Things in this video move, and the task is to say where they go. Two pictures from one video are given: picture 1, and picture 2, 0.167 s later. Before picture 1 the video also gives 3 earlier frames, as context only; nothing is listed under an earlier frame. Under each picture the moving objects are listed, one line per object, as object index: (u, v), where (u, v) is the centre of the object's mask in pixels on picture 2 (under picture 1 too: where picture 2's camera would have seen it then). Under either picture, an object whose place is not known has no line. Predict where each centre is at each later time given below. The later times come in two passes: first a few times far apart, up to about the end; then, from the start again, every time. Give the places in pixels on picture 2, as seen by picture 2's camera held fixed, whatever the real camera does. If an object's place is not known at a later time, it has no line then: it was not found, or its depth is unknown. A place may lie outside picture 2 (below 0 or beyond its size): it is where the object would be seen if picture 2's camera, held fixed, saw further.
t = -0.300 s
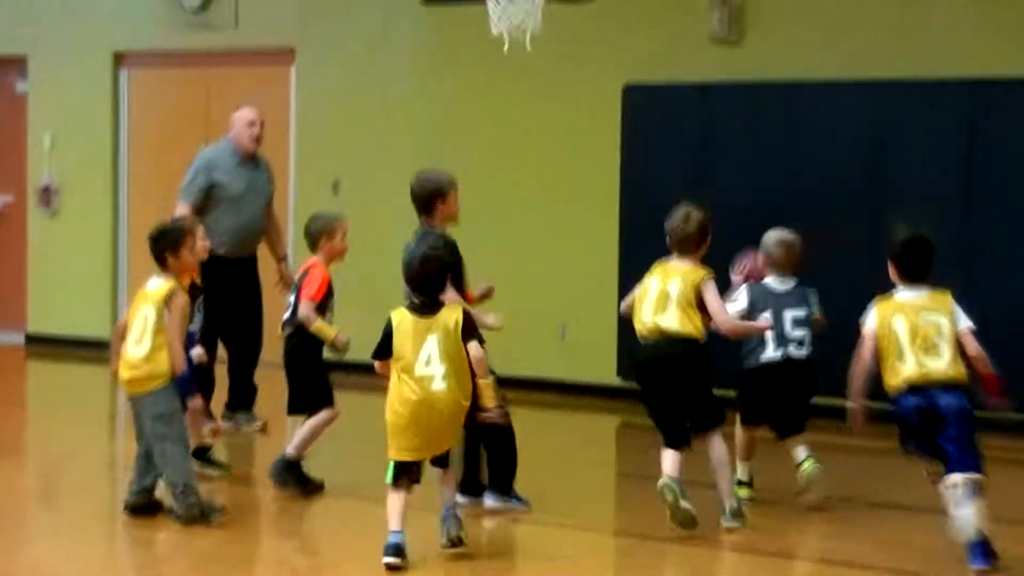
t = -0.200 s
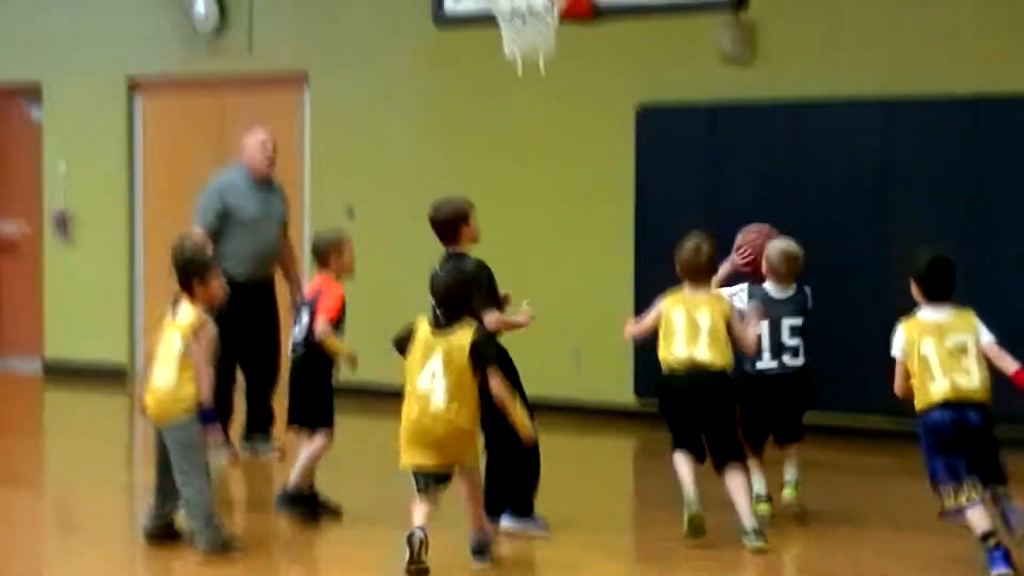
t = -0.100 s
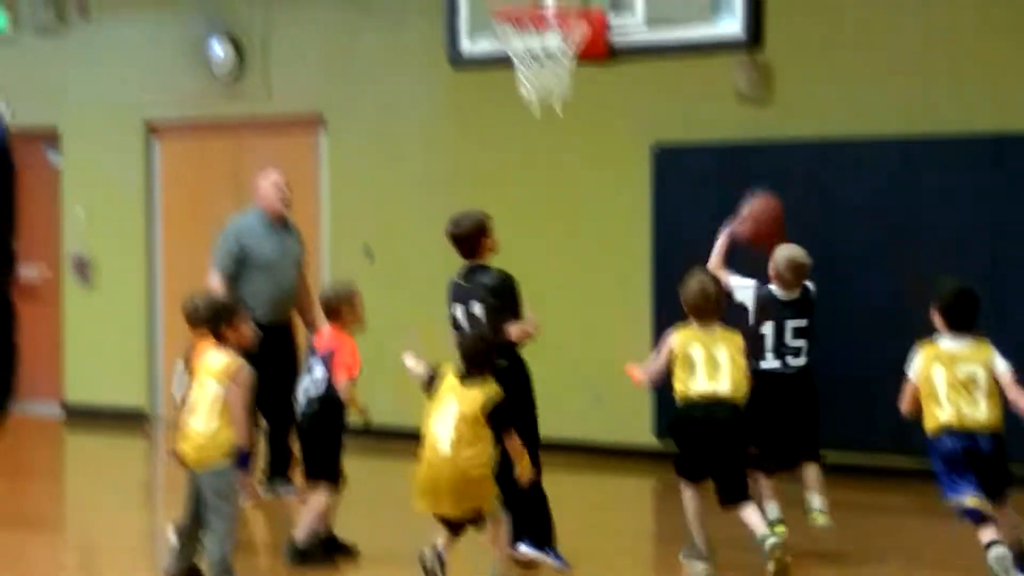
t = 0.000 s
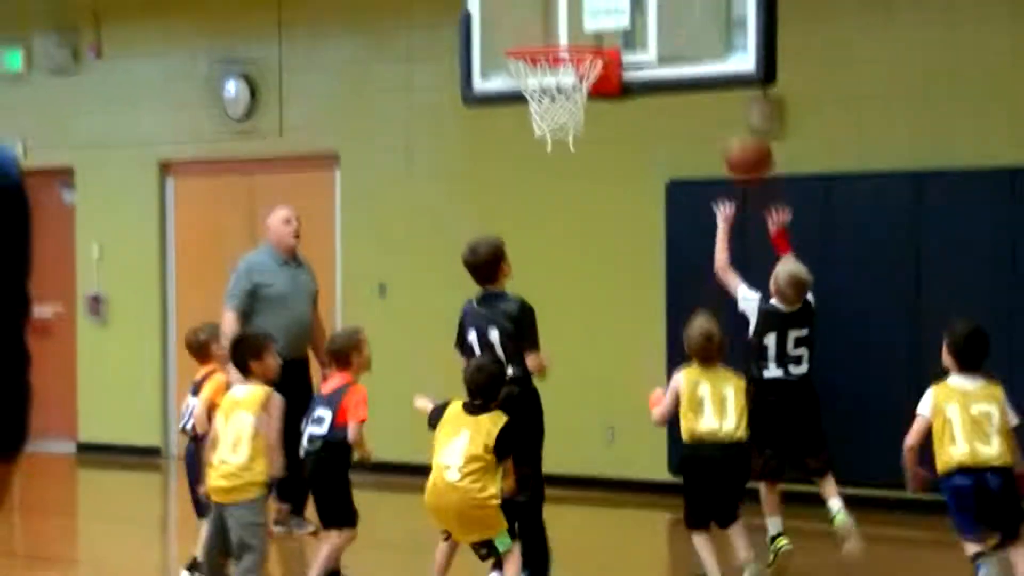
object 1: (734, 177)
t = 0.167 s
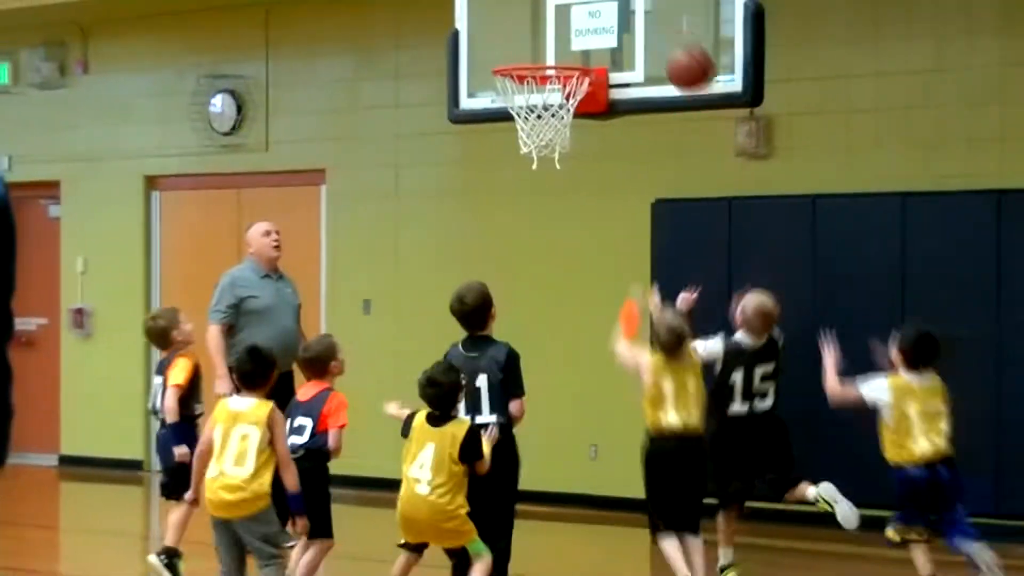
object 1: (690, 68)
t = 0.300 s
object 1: (658, 28)
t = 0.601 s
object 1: (579, 38)
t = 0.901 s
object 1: (535, 93)
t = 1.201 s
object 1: (552, 152)
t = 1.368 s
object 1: (577, 213)
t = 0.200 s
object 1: (682, 56)
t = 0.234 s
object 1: (674, 44)
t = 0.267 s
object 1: (666, 35)
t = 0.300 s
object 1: (658, 28)
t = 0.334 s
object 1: (648, 24)
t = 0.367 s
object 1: (639, 23)
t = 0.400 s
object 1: (630, 24)
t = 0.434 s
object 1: (618, 27)
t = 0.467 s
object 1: (609, 32)
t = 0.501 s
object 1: (600, 39)
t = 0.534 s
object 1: (591, 45)
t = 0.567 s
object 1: (586, 41)
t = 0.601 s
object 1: (579, 38)
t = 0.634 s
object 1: (574, 36)
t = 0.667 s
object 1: (567, 36)
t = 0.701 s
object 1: (563, 39)
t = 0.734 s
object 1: (557, 43)
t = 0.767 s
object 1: (551, 48)
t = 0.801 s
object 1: (546, 53)
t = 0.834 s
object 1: (540, 73)
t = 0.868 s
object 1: (537, 86)
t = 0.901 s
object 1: (535, 93)
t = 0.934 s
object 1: (532, 106)
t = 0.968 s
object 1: (529, 119)
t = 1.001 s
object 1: (527, 128)
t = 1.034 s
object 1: (530, 133)
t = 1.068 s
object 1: (532, 137)
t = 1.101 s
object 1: (538, 151)
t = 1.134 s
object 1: (542, 150)
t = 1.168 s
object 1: (545, 149)
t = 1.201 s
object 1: (552, 152)
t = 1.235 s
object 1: (556, 158)
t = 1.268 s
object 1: (561, 168)
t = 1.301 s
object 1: (567, 179)
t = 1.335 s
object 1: (572, 195)
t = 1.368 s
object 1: (577, 213)
